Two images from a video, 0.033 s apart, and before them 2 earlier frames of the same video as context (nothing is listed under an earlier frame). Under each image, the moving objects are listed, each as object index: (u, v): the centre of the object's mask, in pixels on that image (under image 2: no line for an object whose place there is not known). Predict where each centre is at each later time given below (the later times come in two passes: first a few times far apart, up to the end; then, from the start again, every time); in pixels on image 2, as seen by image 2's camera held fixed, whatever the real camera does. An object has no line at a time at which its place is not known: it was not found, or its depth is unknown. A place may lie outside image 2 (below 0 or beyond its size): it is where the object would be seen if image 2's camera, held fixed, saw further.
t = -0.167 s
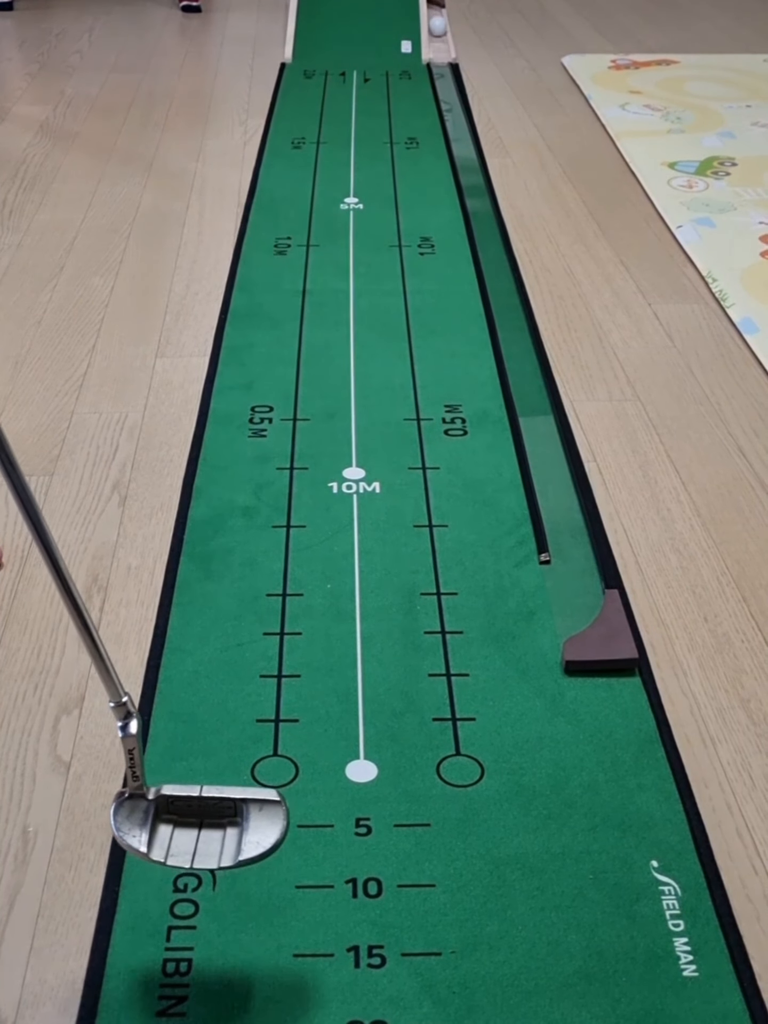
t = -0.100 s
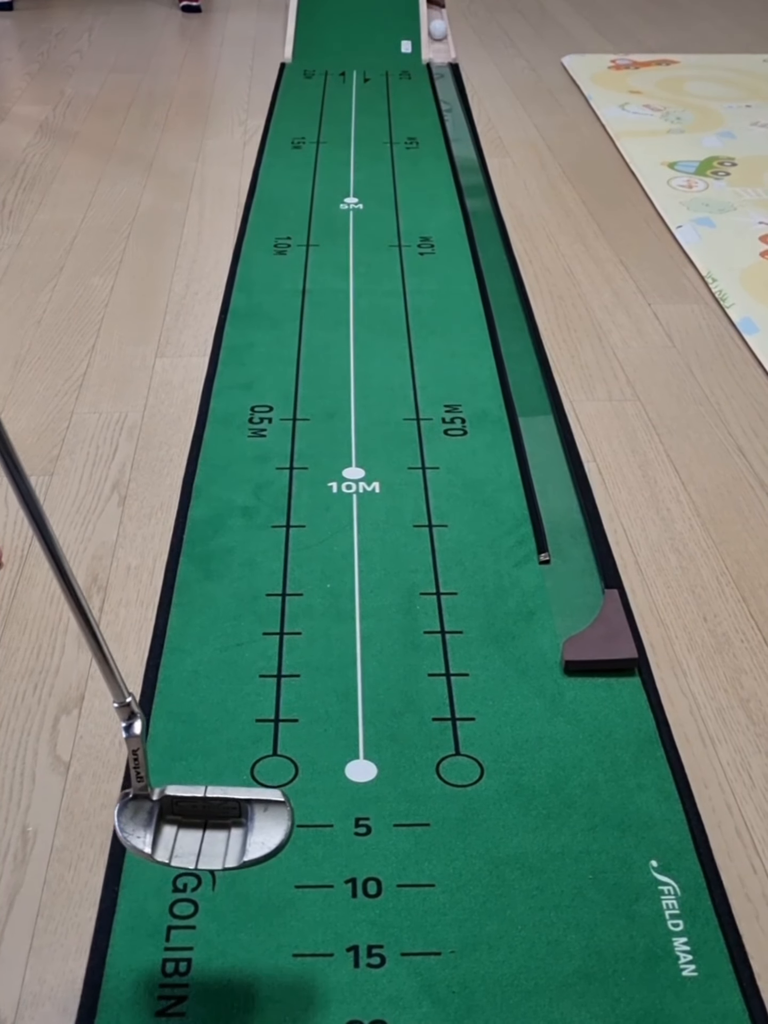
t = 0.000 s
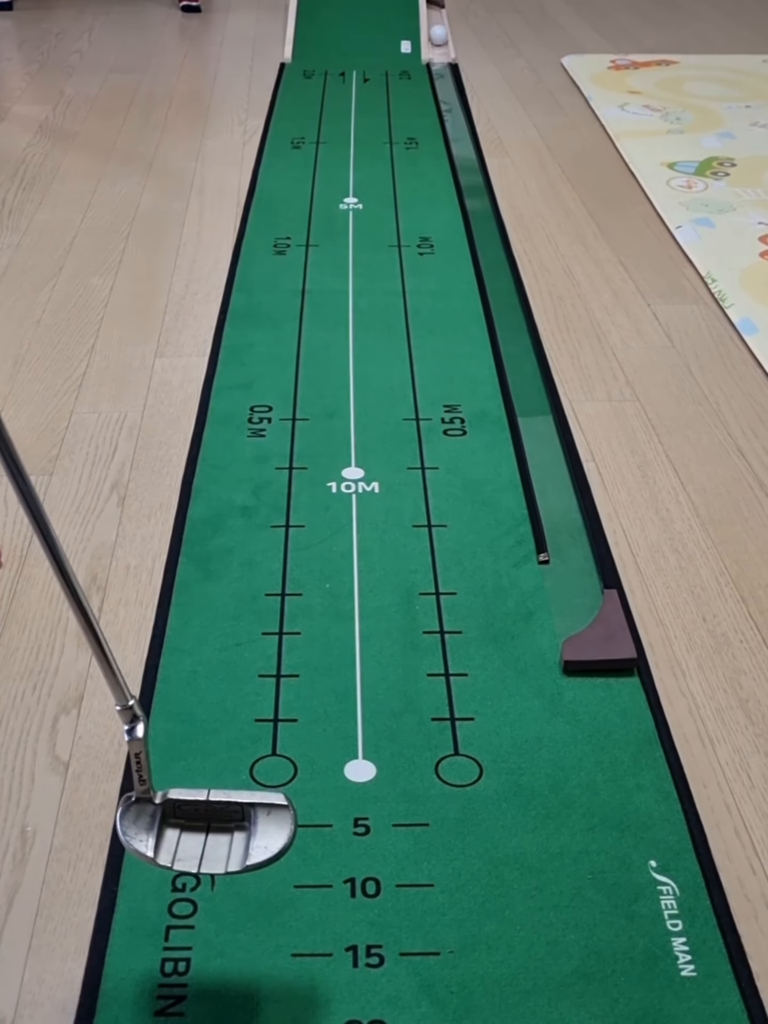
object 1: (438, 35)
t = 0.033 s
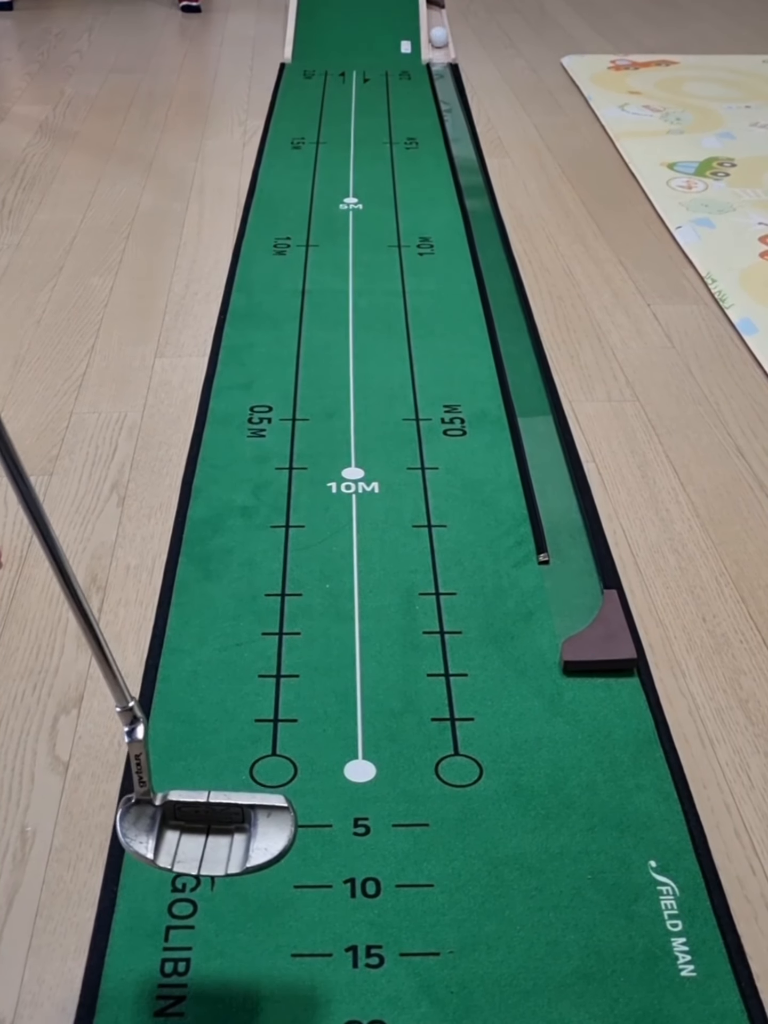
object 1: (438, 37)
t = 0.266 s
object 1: (441, 52)
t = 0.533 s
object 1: (442, 69)
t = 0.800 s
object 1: (445, 85)
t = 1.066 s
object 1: (450, 104)
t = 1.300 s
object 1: (455, 122)
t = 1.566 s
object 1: (460, 144)
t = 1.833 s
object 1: (467, 169)
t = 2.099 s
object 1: (474, 195)
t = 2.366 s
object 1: (481, 224)
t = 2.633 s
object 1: (490, 257)
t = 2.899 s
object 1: (500, 291)
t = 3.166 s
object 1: (510, 329)
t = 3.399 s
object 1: (519, 365)
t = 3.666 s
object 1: (534, 410)
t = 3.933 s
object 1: (543, 461)
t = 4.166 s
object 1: (555, 506)
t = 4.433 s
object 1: (567, 567)
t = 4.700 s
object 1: (533, 624)
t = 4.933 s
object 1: (458, 649)
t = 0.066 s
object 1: (439, 39)
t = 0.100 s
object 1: (439, 41)
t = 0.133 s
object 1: (440, 43)
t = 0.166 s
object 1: (440, 45)
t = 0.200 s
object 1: (440, 47)
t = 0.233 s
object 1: (441, 50)
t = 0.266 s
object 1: (441, 52)
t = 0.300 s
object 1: (441, 53)
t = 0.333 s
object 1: (441, 55)
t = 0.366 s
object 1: (442, 57)
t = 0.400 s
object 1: (441, 59)
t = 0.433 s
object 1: (442, 62)
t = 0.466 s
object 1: (442, 64)
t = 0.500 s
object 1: (442, 66)
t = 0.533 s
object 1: (442, 69)
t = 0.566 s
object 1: (442, 71)
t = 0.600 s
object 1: (442, 73)
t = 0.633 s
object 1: (442, 75)
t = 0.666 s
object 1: (442, 77)
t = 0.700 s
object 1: (442, 79)
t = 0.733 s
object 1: (443, 81)
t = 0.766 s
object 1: (444, 83)
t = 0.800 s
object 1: (445, 85)
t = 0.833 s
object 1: (446, 88)
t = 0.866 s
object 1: (447, 90)
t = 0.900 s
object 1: (448, 93)
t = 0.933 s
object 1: (449, 95)
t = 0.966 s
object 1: (450, 97)
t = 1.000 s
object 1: (450, 100)
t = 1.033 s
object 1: (450, 102)
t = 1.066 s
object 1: (450, 104)
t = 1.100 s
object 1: (451, 107)
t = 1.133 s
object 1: (451, 109)
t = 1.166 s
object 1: (452, 112)
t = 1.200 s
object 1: (452, 114)
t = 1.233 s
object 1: (453, 117)
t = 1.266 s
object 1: (454, 119)
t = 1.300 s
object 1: (455, 122)
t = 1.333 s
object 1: (456, 125)
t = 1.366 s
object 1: (457, 127)
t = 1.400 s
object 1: (458, 130)
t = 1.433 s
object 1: (459, 133)
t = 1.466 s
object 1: (459, 136)
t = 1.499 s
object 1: (459, 139)
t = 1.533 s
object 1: (460, 142)
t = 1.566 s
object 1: (460, 144)
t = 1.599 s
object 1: (461, 147)
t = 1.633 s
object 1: (462, 150)
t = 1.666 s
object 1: (463, 153)
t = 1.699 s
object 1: (464, 156)
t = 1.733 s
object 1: (465, 159)
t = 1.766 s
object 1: (465, 162)
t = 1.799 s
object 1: (466, 165)
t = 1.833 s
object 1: (467, 169)
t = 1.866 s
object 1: (468, 172)
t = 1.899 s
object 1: (469, 175)
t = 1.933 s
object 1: (470, 178)
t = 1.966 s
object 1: (471, 182)
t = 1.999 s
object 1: (472, 185)
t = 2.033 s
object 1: (472, 188)
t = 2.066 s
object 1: (473, 192)
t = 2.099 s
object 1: (474, 195)
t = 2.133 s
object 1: (475, 199)
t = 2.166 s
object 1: (476, 202)
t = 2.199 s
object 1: (476, 206)
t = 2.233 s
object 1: (478, 210)
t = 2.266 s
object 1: (479, 213)
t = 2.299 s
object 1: (479, 217)
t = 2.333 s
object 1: (480, 221)
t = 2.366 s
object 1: (481, 224)
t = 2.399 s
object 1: (482, 228)
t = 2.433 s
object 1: (483, 232)
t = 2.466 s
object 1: (484, 236)
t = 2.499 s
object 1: (485, 240)
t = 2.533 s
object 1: (487, 244)
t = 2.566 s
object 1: (488, 248)
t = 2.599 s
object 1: (489, 252)
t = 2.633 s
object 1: (490, 257)
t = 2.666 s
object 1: (491, 261)
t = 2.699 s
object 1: (492, 265)
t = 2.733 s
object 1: (493, 269)
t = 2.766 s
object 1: (495, 274)
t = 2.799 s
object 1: (495, 278)
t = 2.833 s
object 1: (497, 282)
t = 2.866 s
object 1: (498, 287)
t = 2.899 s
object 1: (500, 291)
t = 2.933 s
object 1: (501, 296)
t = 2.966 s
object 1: (502, 300)
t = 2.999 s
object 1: (503, 305)
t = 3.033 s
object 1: (504, 310)
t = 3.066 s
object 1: (506, 314)
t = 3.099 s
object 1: (507, 319)
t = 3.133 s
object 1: (509, 324)
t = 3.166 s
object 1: (510, 329)
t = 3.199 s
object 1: (510, 335)
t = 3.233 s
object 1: (511, 339)
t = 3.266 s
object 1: (513, 345)
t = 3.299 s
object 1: (515, 350)
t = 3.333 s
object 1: (516, 355)
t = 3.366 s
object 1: (518, 360)
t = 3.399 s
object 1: (519, 365)
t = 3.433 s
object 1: (520, 371)
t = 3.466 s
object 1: (521, 376)
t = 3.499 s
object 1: (522, 382)
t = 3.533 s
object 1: (524, 387)
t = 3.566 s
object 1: (527, 393)
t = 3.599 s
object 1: (530, 398)
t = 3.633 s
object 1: (532, 404)
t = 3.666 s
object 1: (534, 410)
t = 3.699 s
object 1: (536, 416)
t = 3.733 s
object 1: (537, 422)
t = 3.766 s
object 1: (538, 428)
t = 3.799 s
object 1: (539, 434)
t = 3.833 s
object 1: (540, 440)
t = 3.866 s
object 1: (541, 446)
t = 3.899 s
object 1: (541, 453)
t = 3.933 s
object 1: (543, 461)
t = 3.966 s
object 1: (545, 467)
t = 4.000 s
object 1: (547, 473)
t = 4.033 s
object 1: (549, 479)
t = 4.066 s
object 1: (550, 486)
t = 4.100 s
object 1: (552, 492)
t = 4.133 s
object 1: (553, 499)
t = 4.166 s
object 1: (555, 506)
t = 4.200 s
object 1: (557, 513)
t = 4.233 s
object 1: (560, 519)
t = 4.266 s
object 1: (562, 527)
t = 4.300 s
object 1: (563, 534)
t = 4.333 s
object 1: (565, 542)
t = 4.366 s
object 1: (566, 550)
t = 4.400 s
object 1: (567, 558)
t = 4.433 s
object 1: (567, 567)
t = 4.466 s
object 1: (567, 576)
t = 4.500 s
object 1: (567, 584)
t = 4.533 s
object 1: (565, 593)
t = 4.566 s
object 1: (563, 601)
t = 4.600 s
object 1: (560, 610)
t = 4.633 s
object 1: (554, 614)
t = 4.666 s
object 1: (544, 621)
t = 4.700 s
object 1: (533, 624)
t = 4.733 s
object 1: (522, 628)
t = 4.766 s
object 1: (511, 632)
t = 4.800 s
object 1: (500, 635)
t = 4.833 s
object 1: (490, 639)
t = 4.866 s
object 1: (479, 642)
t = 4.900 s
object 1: (469, 646)
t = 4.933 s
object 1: (458, 649)
